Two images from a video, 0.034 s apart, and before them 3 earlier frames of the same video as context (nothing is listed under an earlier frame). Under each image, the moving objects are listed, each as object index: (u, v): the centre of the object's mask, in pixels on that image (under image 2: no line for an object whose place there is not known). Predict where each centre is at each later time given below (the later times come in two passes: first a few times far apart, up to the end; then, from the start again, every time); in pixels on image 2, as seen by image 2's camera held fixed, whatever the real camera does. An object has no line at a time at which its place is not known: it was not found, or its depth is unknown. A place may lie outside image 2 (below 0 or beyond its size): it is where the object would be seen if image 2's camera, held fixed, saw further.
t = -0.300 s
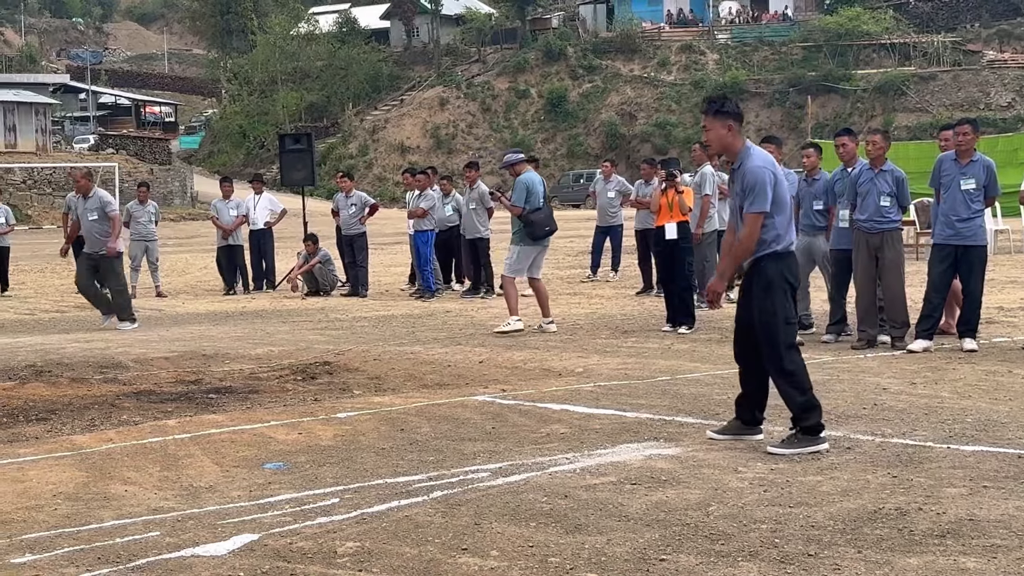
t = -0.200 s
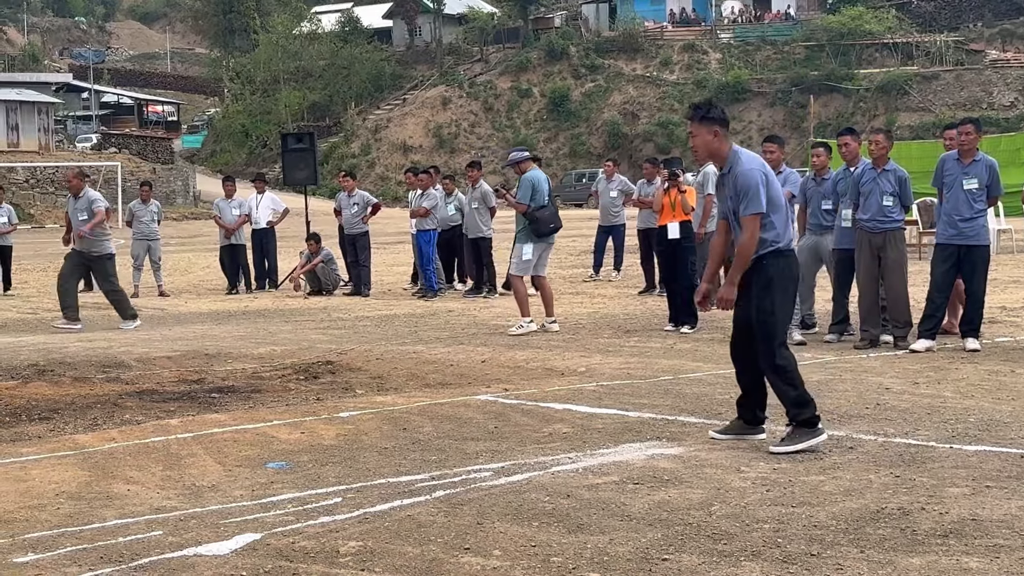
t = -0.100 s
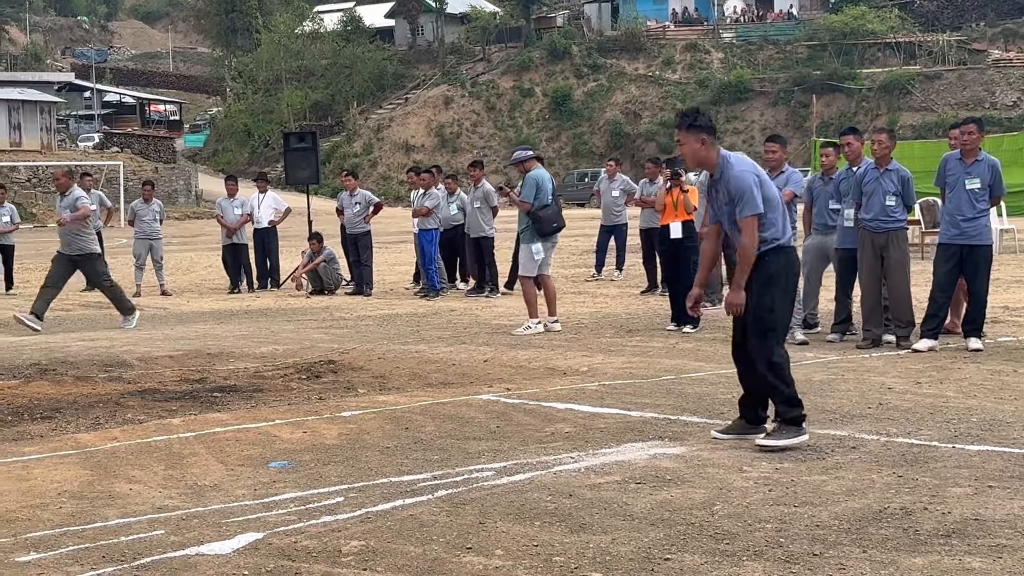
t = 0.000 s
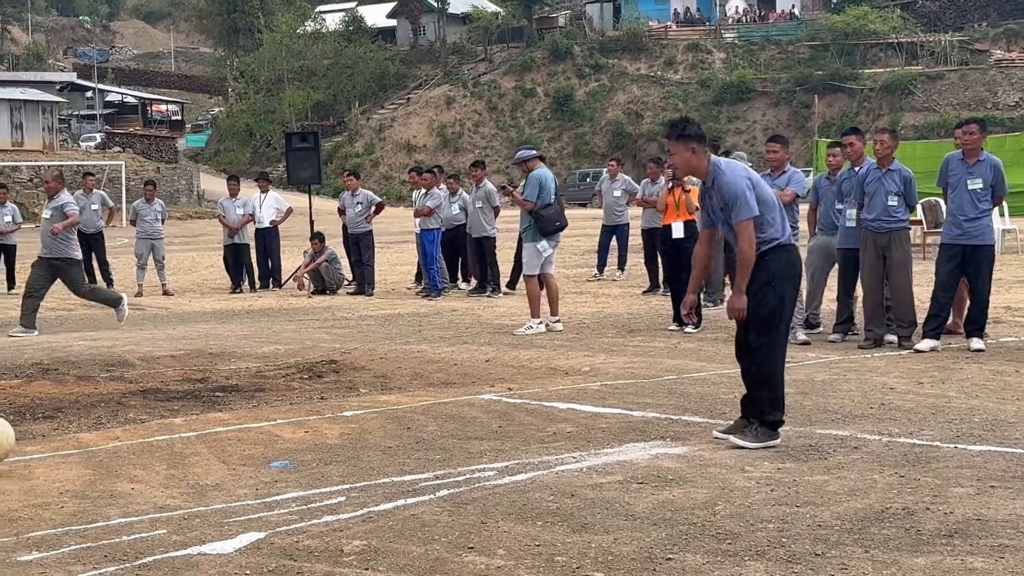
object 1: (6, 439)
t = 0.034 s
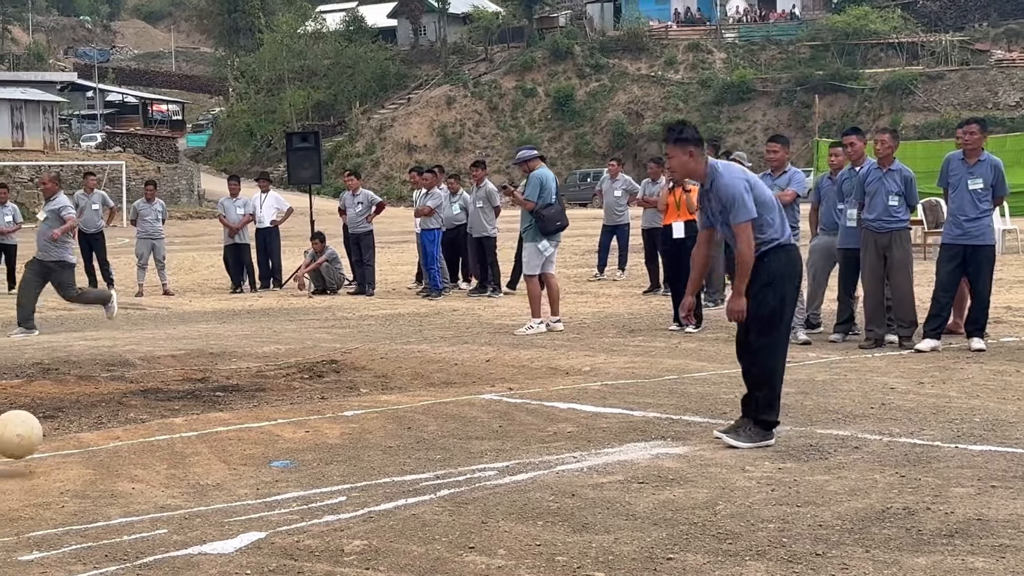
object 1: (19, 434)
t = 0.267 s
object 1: (203, 421)
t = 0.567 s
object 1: (423, 419)
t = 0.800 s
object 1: (581, 414)
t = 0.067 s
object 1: (44, 431)
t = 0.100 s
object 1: (73, 431)
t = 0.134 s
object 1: (100, 434)
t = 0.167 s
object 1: (127, 440)
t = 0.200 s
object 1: (152, 437)
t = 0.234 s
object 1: (177, 428)
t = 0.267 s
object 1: (203, 421)
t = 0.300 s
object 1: (230, 418)
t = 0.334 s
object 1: (255, 417)
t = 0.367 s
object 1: (280, 419)
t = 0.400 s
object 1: (304, 423)
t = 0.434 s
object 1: (328, 428)
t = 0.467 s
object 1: (352, 424)
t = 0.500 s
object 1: (376, 419)
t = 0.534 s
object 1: (400, 418)
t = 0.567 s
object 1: (423, 419)
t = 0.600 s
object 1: (445, 421)
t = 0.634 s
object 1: (469, 420)
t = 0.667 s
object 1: (492, 418)
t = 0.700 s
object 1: (515, 417)
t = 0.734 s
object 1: (538, 414)
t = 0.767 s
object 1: (560, 413)
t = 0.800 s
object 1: (581, 414)
